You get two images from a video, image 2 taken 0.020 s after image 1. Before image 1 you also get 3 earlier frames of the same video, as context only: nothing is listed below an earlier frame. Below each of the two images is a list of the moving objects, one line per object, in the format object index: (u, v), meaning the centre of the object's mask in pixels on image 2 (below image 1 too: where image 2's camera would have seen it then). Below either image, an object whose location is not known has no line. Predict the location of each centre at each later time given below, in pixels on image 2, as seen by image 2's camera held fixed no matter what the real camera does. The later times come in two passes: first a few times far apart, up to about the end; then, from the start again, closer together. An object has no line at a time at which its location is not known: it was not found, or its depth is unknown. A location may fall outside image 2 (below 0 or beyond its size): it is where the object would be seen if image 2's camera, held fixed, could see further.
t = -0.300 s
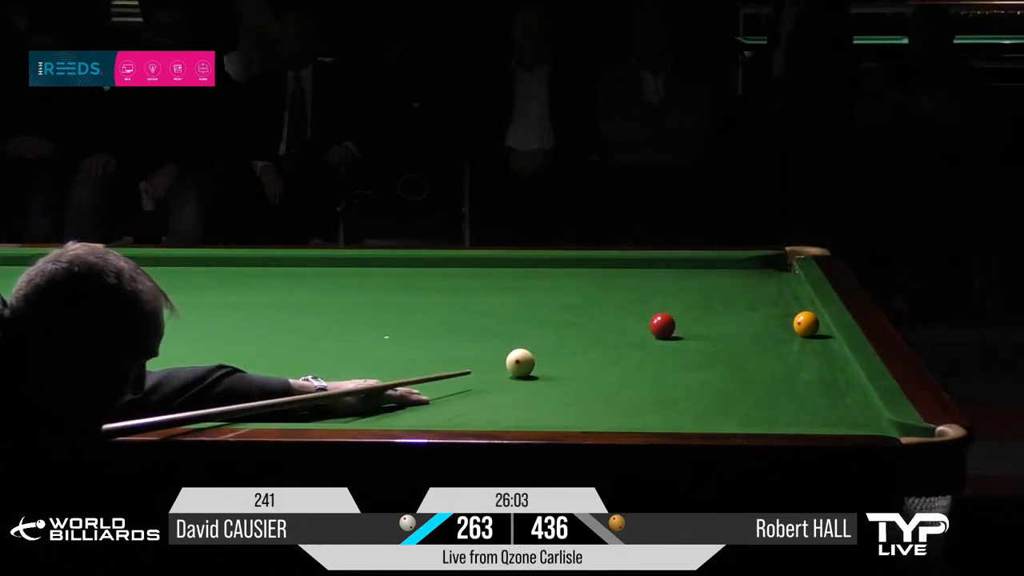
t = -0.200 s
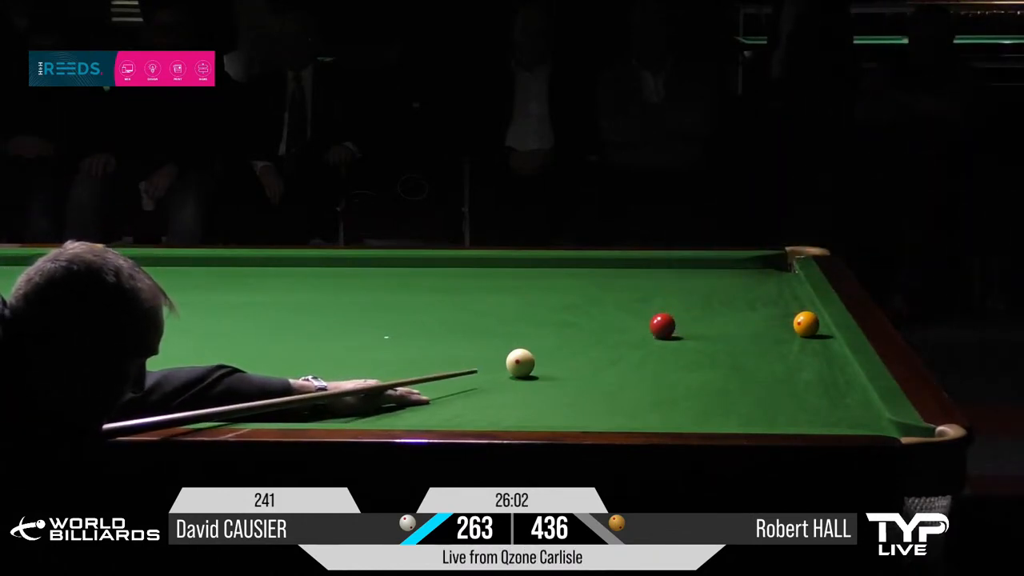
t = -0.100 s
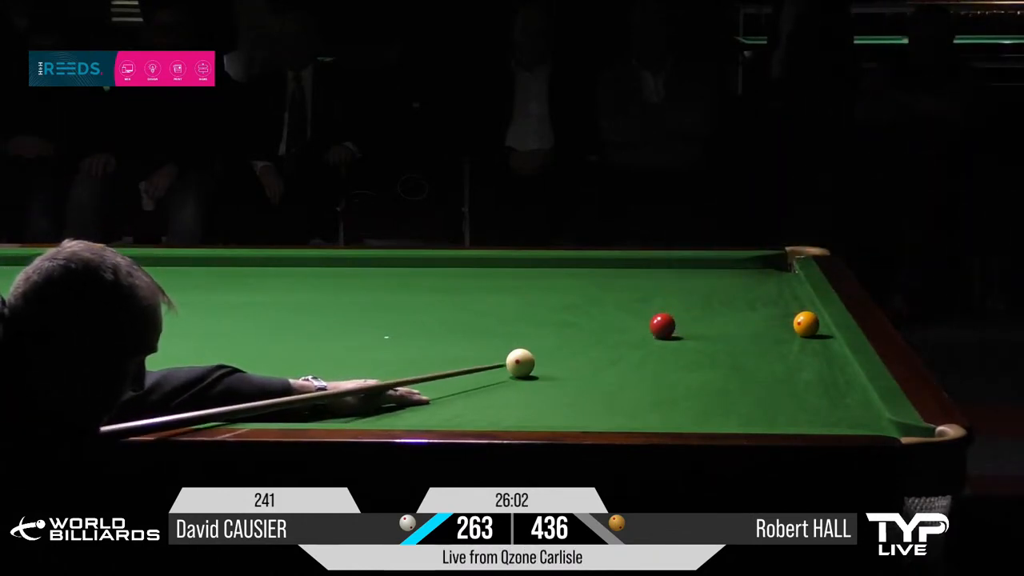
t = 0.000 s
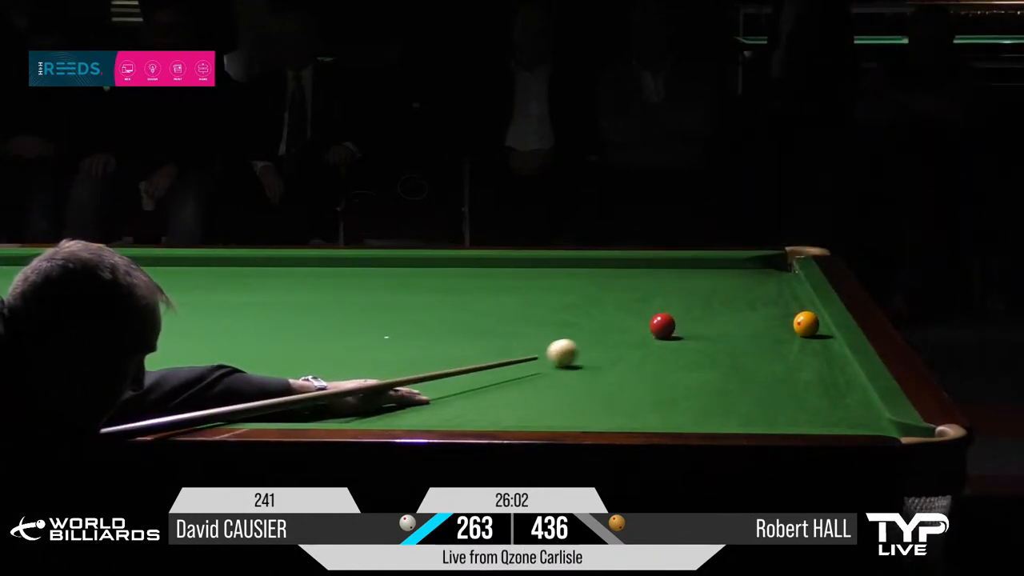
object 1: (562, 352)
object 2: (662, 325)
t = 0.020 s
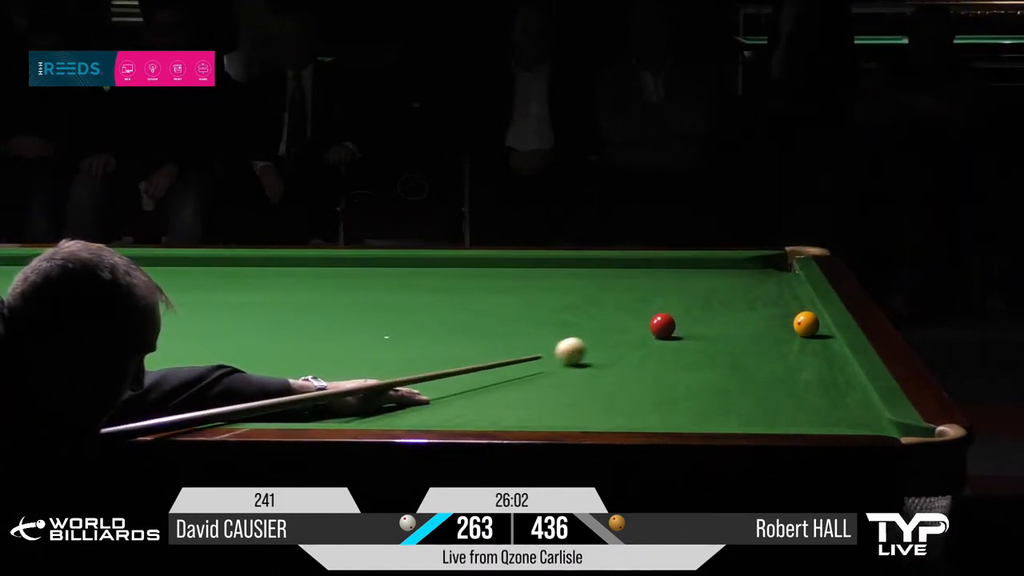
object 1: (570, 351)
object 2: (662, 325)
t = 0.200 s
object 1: (632, 336)
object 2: (662, 325)
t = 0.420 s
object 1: (694, 329)
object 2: (668, 318)
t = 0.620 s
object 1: (745, 326)
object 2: (676, 309)
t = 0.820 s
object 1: (781, 323)
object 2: (683, 300)
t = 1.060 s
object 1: (770, 320)
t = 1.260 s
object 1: (760, 318)
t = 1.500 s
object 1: (750, 316)
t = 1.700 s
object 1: (744, 314)
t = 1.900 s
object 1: (740, 313)
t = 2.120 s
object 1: (735, 312)
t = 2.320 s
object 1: (733, 312)
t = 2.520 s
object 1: (733, 312)
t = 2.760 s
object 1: (733, 312)
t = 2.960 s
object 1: (733, 312)
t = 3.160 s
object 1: (733, 312)
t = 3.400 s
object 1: (733, 312)
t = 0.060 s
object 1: (585, 347)
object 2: (662, 325)
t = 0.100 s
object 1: (598, 344)
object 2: (662, 325)
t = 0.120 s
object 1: (606, 342)
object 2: (662, 325)
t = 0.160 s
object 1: (619, 340)
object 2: (662, 325)
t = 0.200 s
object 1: (632, 336)
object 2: (662, 325)
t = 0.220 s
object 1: (638, 335)
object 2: (662, 325)
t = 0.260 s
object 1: (651, 332)
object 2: (666, 322)
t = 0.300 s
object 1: (663, 331)
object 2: (662, 316)
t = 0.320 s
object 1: (668, 330)
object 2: (660, 317)
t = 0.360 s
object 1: (678, 330)
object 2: (663, 318)
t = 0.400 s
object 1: (689, 329)
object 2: (667, 319)
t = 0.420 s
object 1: (694, 329)
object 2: (668, 318)
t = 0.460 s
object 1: (704, 328)
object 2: (670, 316)
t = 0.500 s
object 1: (715, 328)
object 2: (671, 314)
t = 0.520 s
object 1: (719, 327)
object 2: (672, 313)
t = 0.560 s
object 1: (729, 327)
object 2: (673, 312)
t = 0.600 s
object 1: (740, 326)
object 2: (675, 310)
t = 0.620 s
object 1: (745, 326)
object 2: (676, 309)
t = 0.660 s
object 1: (754, 325)
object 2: (677, 307)
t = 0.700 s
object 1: (764, 325)
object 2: (679, 306)
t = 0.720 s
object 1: (768, 325)
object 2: (679, 304)
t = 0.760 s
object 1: (778, 324)
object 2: (681, 303)
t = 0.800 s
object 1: (780, 324)
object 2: (682, 301)
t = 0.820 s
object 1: (781, 323)
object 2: (683, 300)
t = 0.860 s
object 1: (782, 323)
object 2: (685, 299)
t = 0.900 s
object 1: (779, 322)
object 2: (686, 297)
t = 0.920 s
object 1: (778, 322)
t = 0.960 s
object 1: (775, 322)
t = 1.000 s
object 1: (773, 321)
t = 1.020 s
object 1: (772, 321)
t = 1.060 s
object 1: (770, 320)
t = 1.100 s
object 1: (767, 320)
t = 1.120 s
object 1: (766, 320)
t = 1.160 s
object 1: (764, 319)
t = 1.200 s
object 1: (762, 319)
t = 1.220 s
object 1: (761, 319)
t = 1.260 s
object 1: (760, 318)
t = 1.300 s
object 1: (758, 318)
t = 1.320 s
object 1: (757, 318)
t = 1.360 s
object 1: (755, 317)
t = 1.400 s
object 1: (754, 317)
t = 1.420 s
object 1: (753, 317)
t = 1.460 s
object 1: (751, 316)
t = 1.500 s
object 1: (750, 316)
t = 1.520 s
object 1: (749, 316)
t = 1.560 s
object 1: (748, 315)
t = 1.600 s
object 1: (747, 315)
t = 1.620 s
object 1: (746, 315)
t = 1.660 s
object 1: (745, 314)
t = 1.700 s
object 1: (744, 314)
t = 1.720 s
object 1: (744, 314)
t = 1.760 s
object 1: (743, 314)
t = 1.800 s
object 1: (742, 313)
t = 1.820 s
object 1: (741, 313)
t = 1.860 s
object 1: (740, 313)
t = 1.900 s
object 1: (740, 313)
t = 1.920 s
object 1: (739, 313)
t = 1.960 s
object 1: (738, 313)
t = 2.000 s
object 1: (737, 313)
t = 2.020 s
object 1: (737, 312)
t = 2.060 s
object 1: (736, 312)
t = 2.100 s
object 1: (736, 312)
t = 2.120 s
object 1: (735, 312)
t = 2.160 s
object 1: (735, 312)
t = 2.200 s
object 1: (734, 312)
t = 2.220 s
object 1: (734, 312)
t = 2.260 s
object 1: (734, 312)
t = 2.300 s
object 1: (734, 312)
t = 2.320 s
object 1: (733, 312)
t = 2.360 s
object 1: (733, 312)
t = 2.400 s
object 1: (733, 312)
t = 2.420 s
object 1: (733, 312)
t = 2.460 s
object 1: (733, 312)
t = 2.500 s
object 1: (733, 312)
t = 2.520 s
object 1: (733, 312)
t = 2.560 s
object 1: (733, 312)
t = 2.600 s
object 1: (733, 312)
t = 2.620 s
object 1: (733, 312)
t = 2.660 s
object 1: (733, 312)
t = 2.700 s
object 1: (733, 312)
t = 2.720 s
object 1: (733, 312)
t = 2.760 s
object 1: (733, 312)
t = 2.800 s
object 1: (733, 312)
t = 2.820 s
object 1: (733, 312)
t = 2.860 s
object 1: (733, 312)
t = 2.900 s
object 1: (733, 312)
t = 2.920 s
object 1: (733, 312)
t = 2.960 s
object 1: (733, 312)
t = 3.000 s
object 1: (733, 312)
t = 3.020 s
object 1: (733, 312)
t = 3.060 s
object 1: (733, 312)
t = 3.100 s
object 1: (733, 312)
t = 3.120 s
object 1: (733, 312)
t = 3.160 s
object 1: (733, 312)
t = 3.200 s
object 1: (733, 312)
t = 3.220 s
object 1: (733, 312)
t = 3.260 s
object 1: (733, 312)
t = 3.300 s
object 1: (733, 312)
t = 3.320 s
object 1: (733, 312)
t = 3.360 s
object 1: (733, 312)
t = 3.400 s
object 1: (733, 312)
